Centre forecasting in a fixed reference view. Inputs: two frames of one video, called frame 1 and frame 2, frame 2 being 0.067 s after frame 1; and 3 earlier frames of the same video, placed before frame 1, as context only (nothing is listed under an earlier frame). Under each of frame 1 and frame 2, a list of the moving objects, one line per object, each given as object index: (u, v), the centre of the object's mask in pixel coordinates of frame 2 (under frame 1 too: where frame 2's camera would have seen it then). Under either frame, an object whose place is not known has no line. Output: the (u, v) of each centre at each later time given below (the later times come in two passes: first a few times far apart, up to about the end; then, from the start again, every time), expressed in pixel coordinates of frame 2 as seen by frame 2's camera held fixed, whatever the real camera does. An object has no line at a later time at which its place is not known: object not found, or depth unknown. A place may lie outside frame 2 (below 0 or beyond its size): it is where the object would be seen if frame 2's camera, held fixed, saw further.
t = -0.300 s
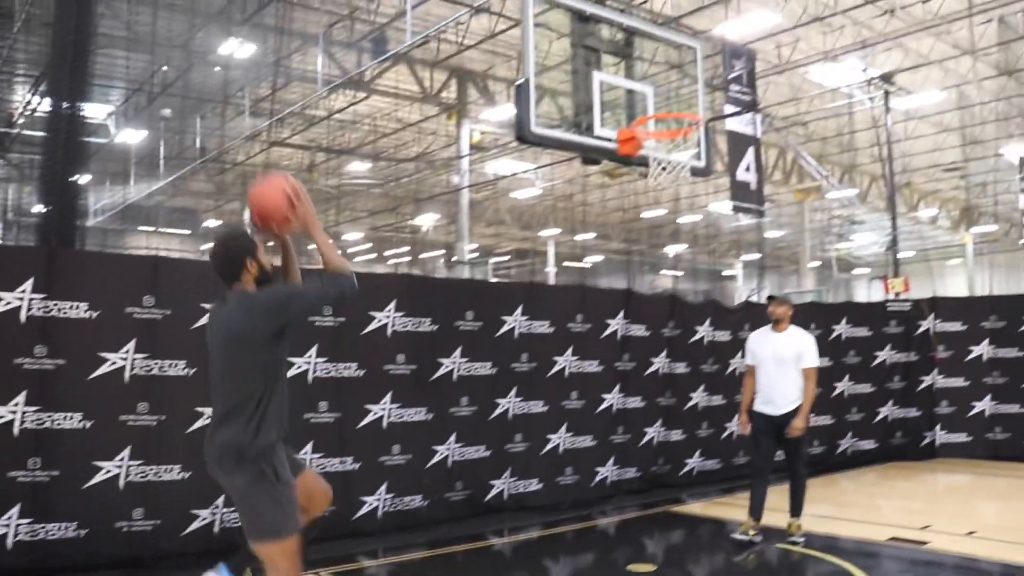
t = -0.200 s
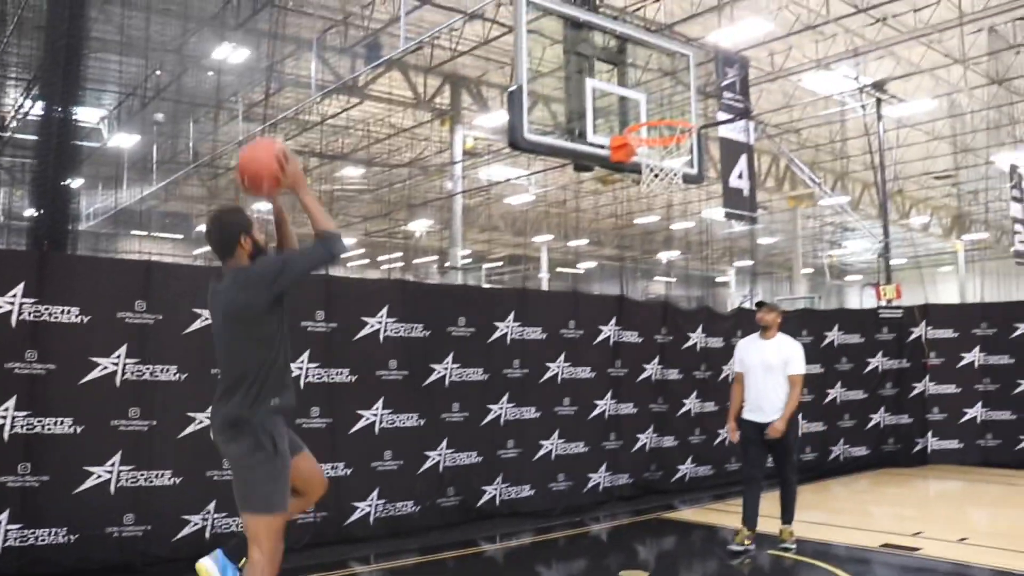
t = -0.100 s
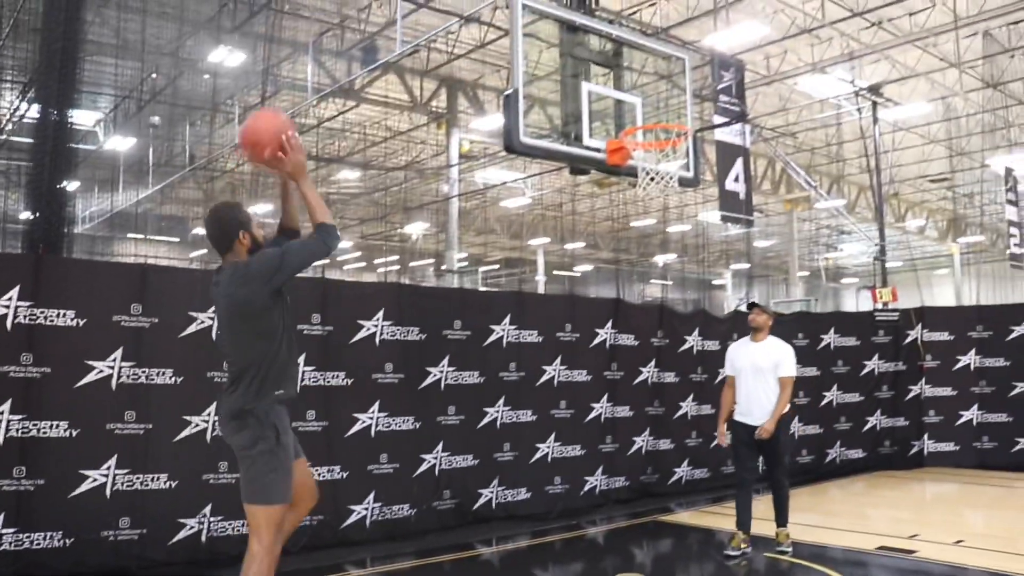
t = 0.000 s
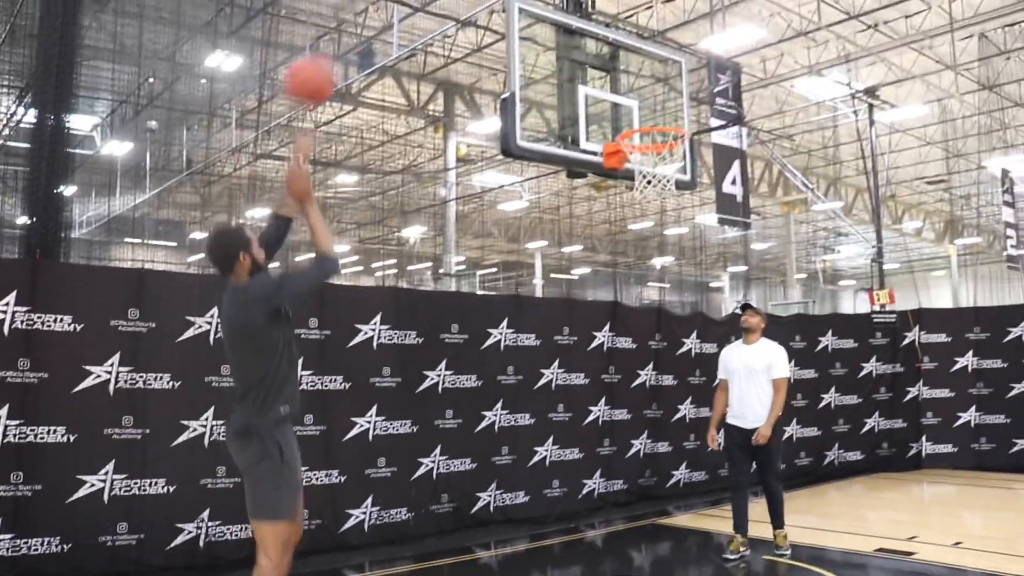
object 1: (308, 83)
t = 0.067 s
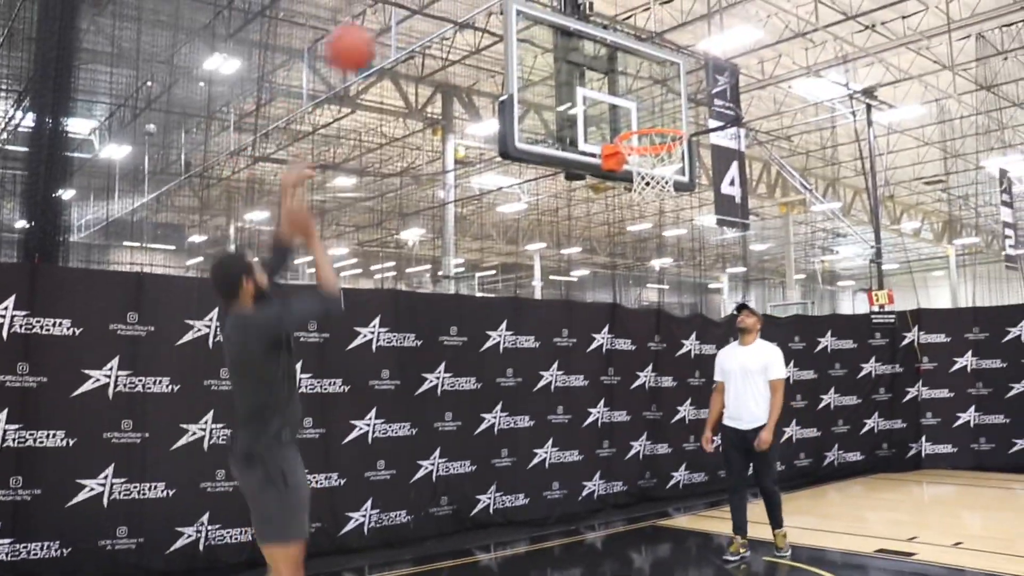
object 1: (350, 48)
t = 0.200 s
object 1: (425, 10)
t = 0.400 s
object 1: (517, 12)
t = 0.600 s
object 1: (590, 67)
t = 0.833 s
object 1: (661, 173)
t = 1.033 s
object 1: (682, 201)
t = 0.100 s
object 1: (369, 35)
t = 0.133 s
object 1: (389, 22)
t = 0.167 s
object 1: (407, 14)
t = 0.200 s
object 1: (425, 10)
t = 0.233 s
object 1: (441, 8)
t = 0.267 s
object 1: (457, 7)
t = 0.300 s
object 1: (472, 6)
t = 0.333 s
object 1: (486, 7)
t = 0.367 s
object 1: (502, 8)
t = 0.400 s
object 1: (517, 12)
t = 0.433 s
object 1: (530, 16)
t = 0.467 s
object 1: (542, 25)
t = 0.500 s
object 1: (556, 35)
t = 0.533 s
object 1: (567, 44)
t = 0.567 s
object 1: (579, 54)
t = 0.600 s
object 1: (590, 67)
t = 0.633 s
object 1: (602, 79)
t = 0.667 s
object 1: (613, 97)
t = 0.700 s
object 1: (623, 114)
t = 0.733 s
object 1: (633, 125)
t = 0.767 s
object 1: (644, 146)
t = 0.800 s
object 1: (652, 158)
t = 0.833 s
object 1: (661, 173)
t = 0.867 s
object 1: (665, 175)
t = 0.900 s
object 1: (668, 178)
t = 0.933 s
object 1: (672, 182)
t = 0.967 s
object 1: (675, 188)
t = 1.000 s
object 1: (678, 194)
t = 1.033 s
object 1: (682, 201)
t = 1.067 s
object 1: (684, 211)
